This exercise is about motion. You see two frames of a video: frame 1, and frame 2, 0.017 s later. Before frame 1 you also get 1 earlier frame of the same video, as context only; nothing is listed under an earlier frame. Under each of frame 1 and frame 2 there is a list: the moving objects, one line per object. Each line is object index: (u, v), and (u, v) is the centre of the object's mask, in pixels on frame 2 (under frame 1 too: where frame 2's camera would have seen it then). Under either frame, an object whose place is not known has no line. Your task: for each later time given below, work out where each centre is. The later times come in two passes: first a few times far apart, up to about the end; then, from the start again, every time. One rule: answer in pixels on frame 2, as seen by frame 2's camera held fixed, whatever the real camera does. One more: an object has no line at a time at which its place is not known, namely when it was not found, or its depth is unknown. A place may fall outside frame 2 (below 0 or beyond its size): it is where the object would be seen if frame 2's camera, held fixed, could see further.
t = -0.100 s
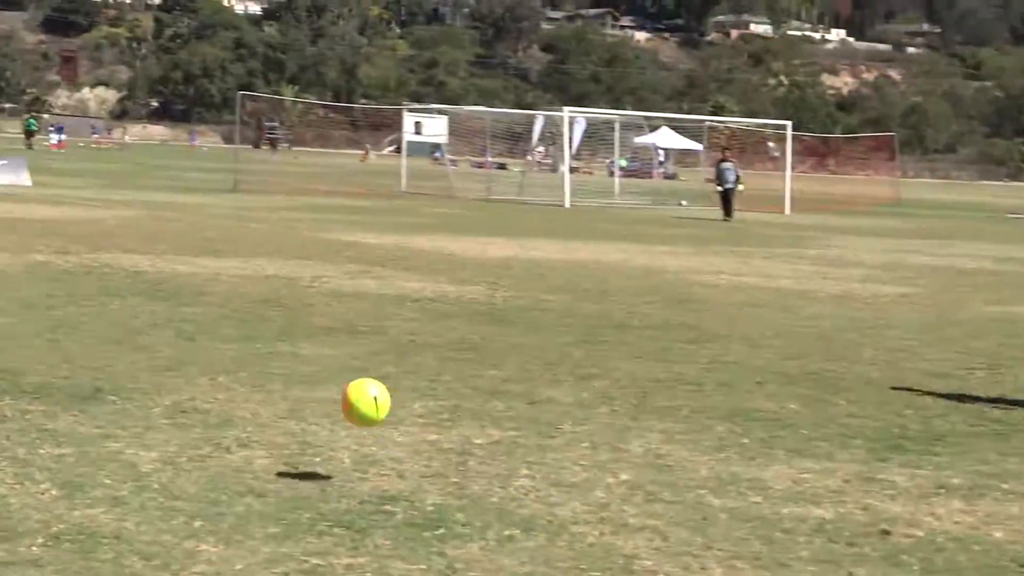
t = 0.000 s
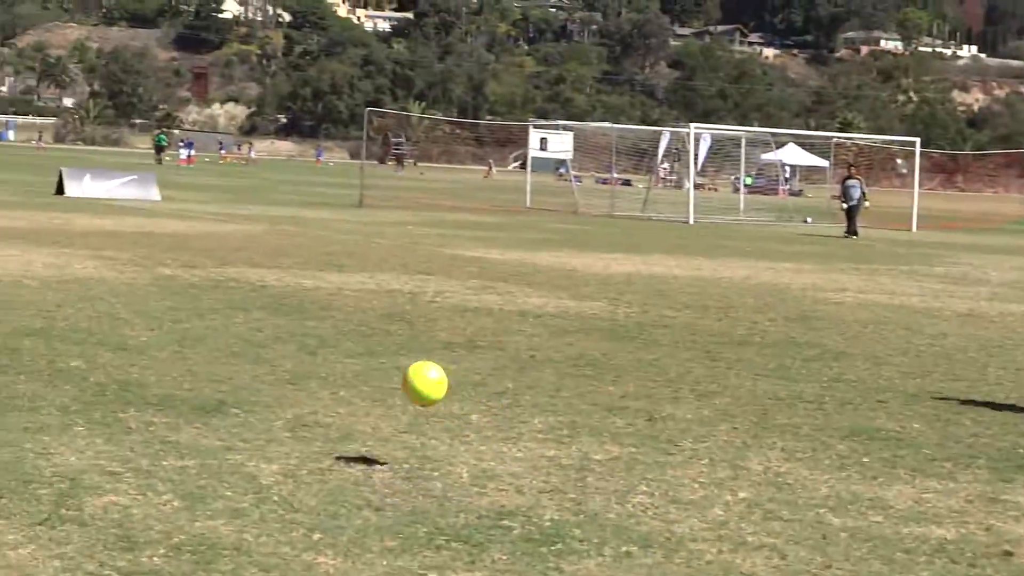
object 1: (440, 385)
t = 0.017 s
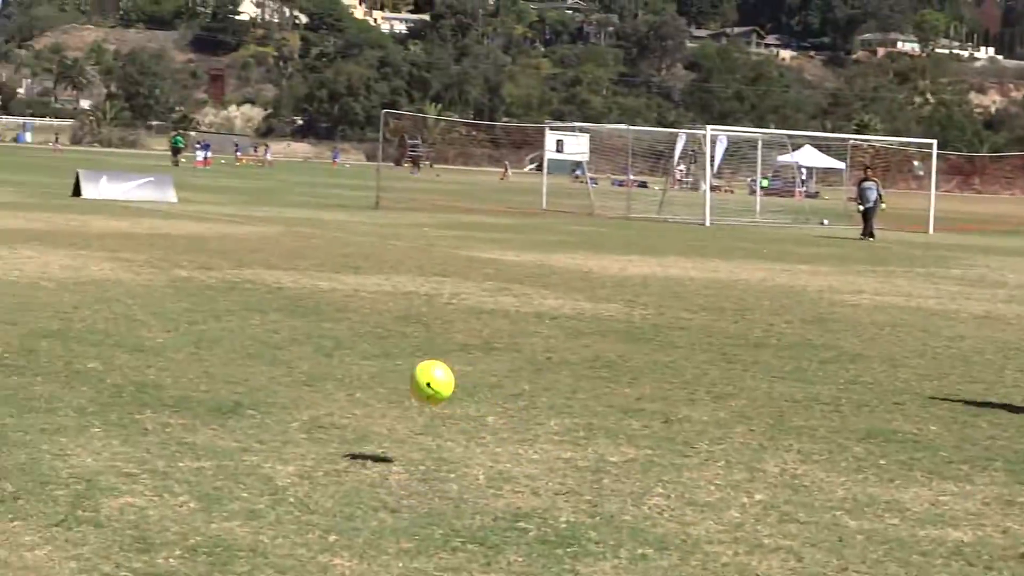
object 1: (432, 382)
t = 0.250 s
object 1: (327, 398)
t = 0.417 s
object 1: (275, 332)
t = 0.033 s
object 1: (423, 379)
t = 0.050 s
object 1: (416, 377)
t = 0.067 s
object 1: (408, 376)
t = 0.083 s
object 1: (400, 375)
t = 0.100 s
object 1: (392, 375)
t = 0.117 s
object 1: (385, 376)
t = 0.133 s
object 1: (377, 377)
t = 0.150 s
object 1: (370, 378)
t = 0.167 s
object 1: (362, 381)
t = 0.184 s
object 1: (355, 383)
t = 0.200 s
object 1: (348, 387)
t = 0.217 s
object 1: (341, 390)
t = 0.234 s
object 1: (334, 394)
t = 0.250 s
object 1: (327, 398)
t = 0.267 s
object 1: (322, 392)
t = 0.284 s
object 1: (316, 383)
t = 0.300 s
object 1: (311, 374)
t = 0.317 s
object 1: (305, 367)
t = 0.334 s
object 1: (300, 359)
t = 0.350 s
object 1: (294, 353)
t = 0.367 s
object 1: (290, 347)
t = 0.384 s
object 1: (284, 341)
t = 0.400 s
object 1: (280, 336)
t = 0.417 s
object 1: (275, 332)
